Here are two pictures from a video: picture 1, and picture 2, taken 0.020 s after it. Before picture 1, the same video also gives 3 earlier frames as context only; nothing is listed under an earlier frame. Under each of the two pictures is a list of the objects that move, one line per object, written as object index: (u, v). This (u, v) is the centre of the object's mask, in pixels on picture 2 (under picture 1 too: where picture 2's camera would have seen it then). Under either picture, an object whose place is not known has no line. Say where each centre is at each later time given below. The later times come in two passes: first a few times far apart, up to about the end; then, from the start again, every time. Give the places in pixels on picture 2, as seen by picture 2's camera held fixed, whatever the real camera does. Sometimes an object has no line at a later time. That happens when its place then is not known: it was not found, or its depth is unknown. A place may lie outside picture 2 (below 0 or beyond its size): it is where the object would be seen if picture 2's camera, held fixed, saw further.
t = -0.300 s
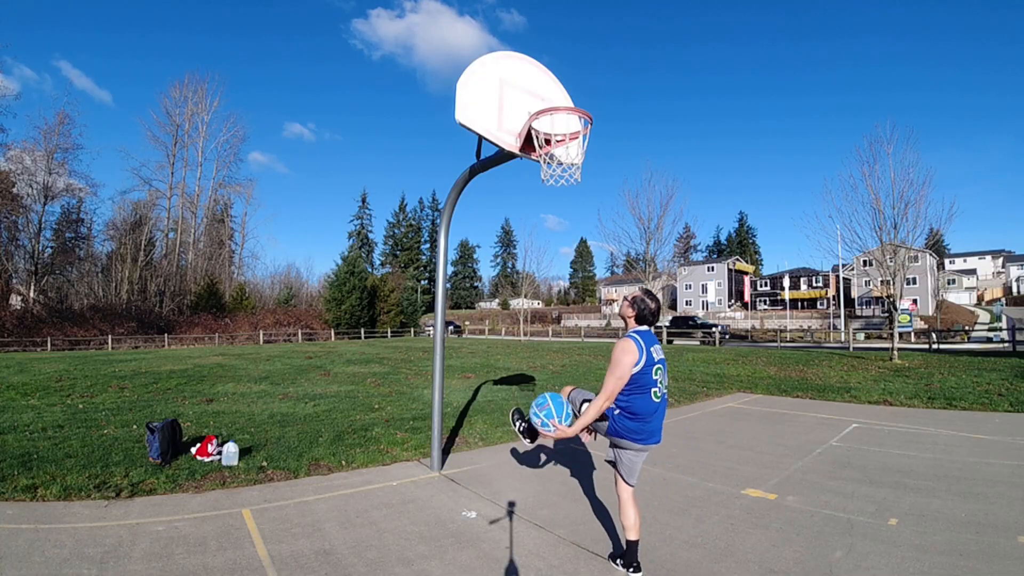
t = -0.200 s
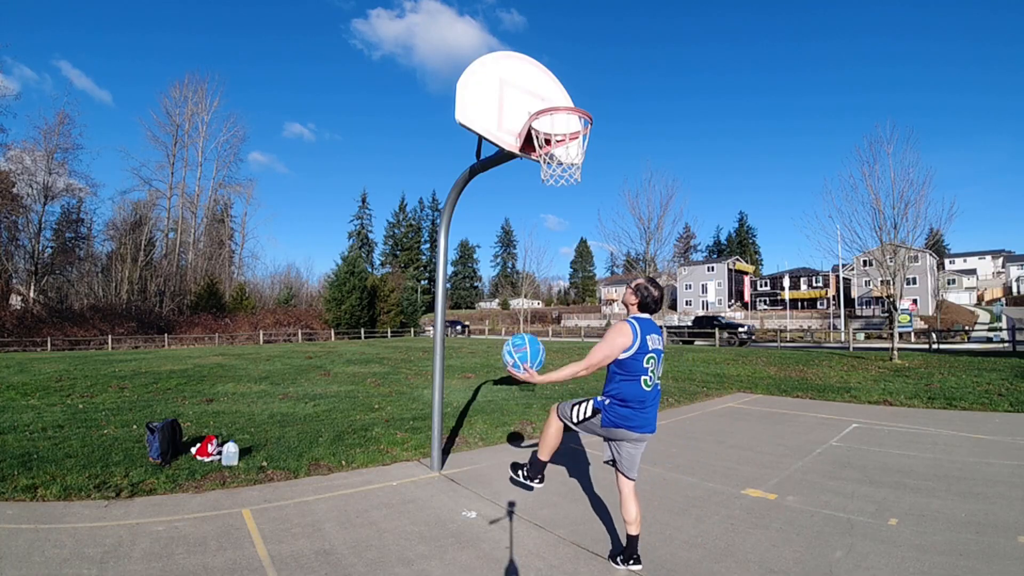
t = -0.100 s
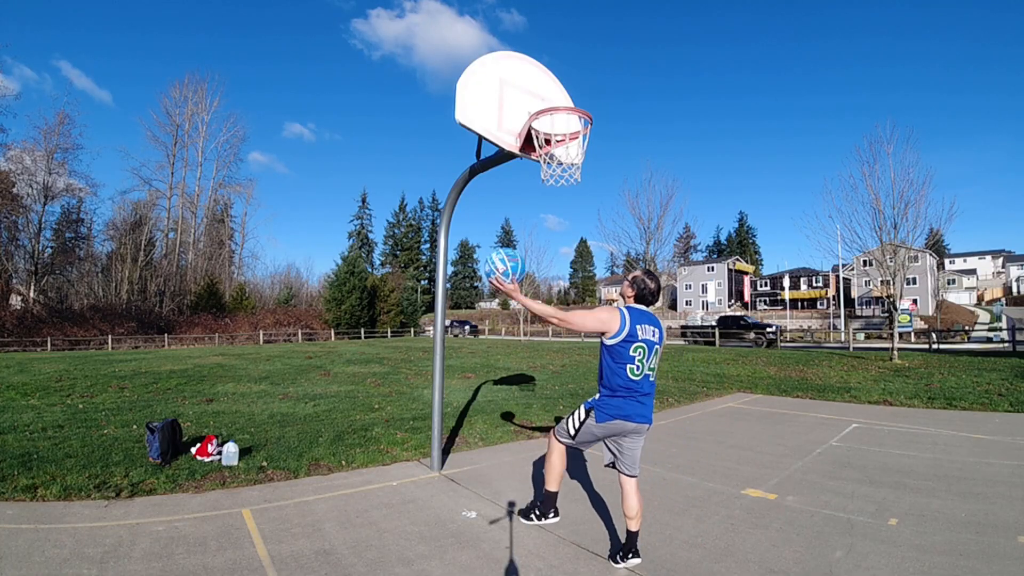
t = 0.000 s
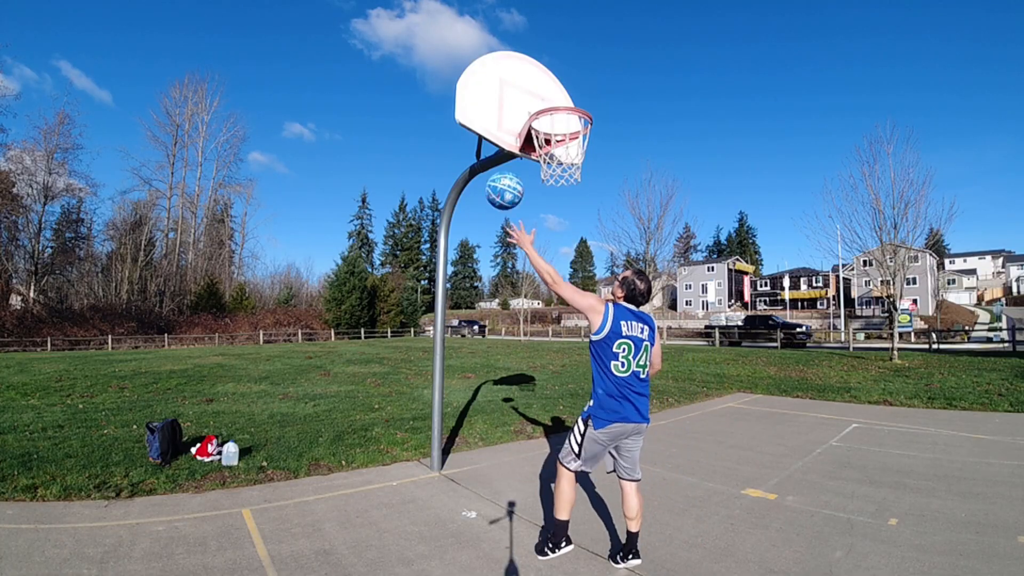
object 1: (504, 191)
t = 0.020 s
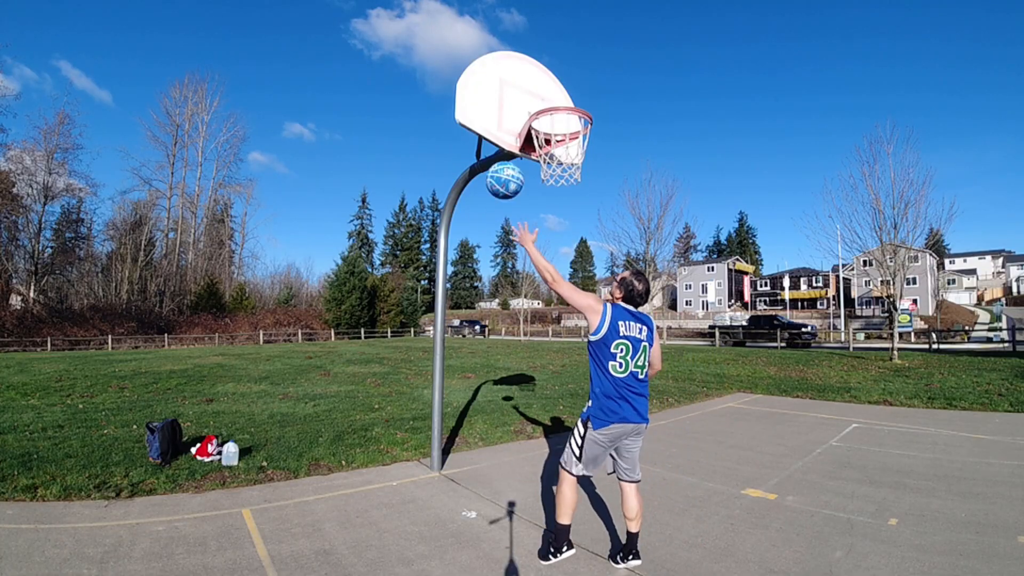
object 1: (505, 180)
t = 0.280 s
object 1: (507, 92)
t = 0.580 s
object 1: (552, 94)
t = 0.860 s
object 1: (552, 184)
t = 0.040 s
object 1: (505, 168)
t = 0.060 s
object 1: (505, 158)
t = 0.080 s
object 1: (505, 147)
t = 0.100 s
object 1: (505, 139)
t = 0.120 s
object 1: (505, 132)
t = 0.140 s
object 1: (506, 124)
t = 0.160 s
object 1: (506, 117)
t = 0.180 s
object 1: (506, 111)
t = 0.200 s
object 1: (506, 107)
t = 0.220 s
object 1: (506, 102)
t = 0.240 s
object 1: (507, 98)
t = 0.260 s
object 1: (507, 95)
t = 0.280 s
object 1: (507, 92)
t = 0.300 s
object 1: (507, 90)
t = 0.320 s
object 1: (507, 88)
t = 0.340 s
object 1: (507, 87)
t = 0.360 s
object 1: (508, 86)
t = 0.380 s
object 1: (512, 85)
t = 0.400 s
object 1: (515, 84)
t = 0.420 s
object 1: (519, 83)
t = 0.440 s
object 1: (523, 83)
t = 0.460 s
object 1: (528, 83)
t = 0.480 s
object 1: (532, 84)
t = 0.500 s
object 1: (535, 85)
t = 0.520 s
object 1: (539, 87)
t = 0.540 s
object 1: (543, 89)
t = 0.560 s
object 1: (548, 92)
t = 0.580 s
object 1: (552, 94)
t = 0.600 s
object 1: (555, 96)
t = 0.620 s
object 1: (560, 97)
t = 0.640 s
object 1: (564, 106)
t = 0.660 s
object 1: (568, 114)
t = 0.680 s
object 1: (570, 121)
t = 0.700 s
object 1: (573, 127)
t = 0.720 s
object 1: (572, 129)
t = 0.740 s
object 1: (568, 135)
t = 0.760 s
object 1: (566, 142)
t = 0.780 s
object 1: (562, 149)
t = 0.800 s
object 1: (560, 156)
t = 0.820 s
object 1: (557, 164)
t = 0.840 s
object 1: (554, 172)
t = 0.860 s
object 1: (552, 184)
